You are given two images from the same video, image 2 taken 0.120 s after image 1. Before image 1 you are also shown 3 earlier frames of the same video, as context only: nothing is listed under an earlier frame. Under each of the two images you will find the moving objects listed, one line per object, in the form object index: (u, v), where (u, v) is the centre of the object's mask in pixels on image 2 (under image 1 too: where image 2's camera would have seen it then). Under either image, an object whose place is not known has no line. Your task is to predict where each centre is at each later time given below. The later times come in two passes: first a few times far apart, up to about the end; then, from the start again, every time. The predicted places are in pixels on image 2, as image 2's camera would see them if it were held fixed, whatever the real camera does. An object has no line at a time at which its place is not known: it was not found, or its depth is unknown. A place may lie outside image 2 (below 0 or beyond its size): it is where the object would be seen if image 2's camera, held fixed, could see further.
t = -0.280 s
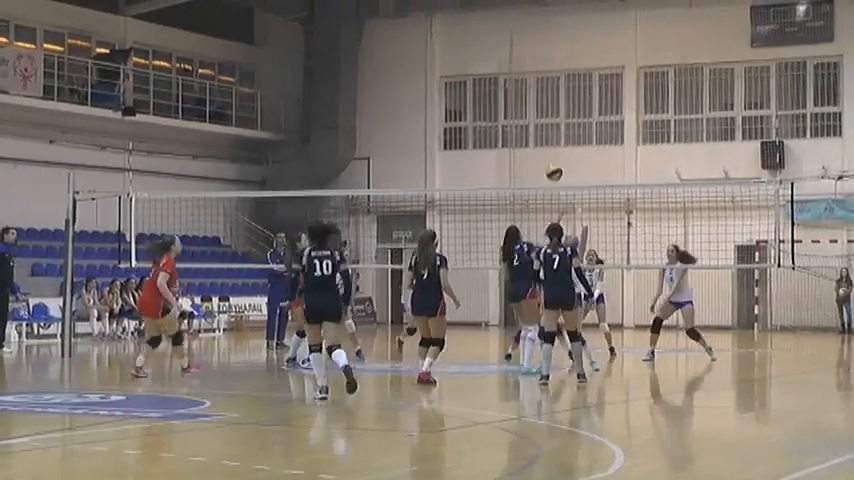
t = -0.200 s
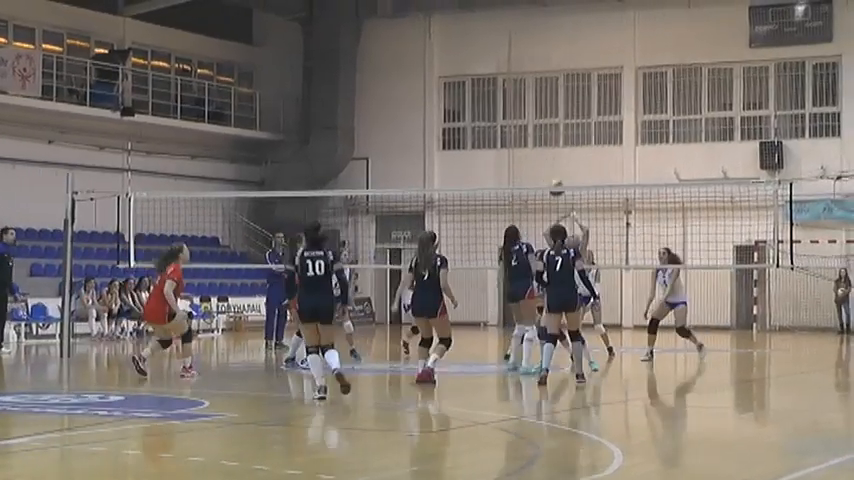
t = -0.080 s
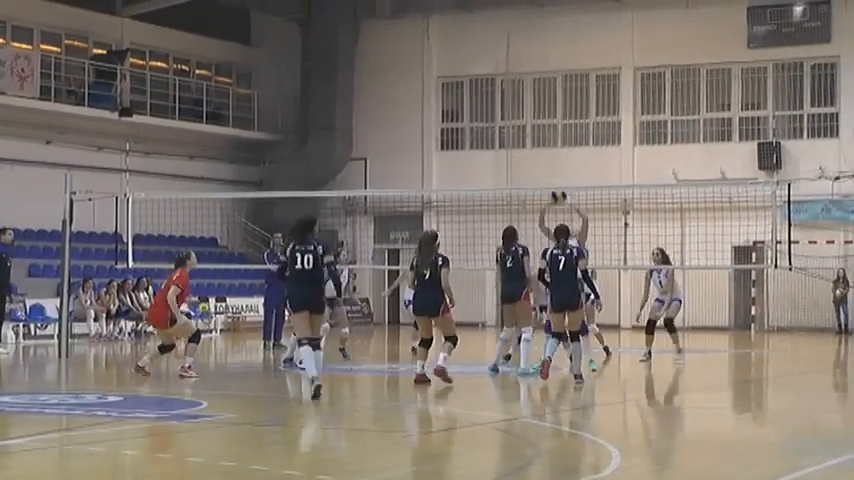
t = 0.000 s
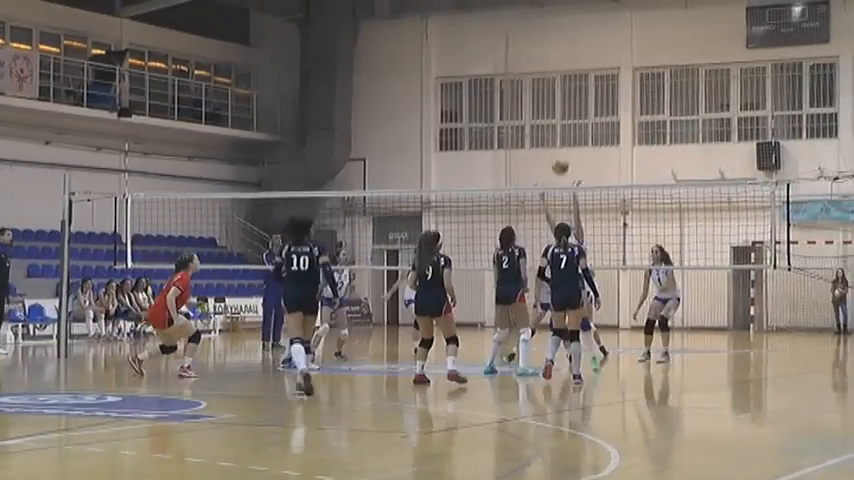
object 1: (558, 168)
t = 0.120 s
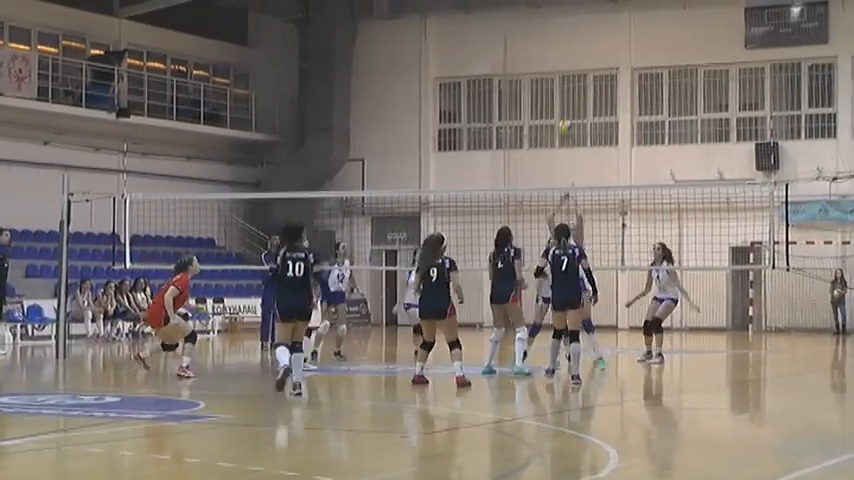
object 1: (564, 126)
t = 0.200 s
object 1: (569, 111)
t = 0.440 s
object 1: (582, 86)
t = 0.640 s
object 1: (592, 99)
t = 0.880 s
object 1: (605, 158)
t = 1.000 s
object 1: (611, 205)
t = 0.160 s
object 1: (567, 118)
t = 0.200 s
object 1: (569, 111)
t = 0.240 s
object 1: (571, 103)
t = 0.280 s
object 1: (573, 97)
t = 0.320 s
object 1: (576, 92)
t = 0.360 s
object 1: (578, 88)
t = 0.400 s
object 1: (580, 86)
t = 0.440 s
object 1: (582, 86)
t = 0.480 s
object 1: (584, 86)
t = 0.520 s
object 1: (587, 87)
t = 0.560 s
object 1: (587, 90)
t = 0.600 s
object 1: (590, 95)
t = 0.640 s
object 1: (592, 99)
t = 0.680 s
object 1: (595, 105)
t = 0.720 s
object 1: (597, 113)
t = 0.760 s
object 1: (599, 122)
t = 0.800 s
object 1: (602, 133)
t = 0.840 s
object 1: (603, 144)
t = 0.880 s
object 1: (605, 158)
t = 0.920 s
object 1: (607, 172)
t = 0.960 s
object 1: (610, 189)
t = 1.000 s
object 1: (611, 205)
